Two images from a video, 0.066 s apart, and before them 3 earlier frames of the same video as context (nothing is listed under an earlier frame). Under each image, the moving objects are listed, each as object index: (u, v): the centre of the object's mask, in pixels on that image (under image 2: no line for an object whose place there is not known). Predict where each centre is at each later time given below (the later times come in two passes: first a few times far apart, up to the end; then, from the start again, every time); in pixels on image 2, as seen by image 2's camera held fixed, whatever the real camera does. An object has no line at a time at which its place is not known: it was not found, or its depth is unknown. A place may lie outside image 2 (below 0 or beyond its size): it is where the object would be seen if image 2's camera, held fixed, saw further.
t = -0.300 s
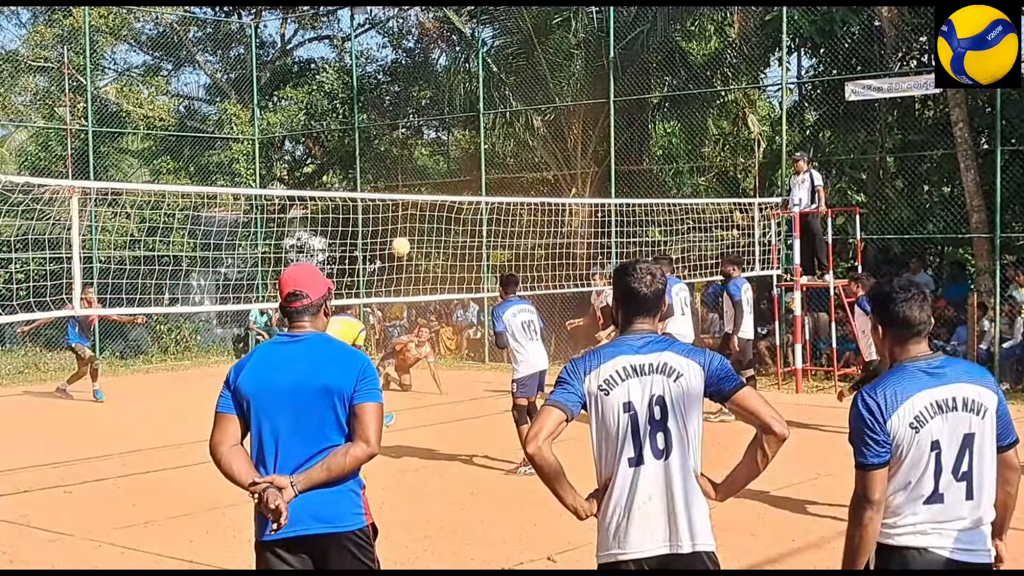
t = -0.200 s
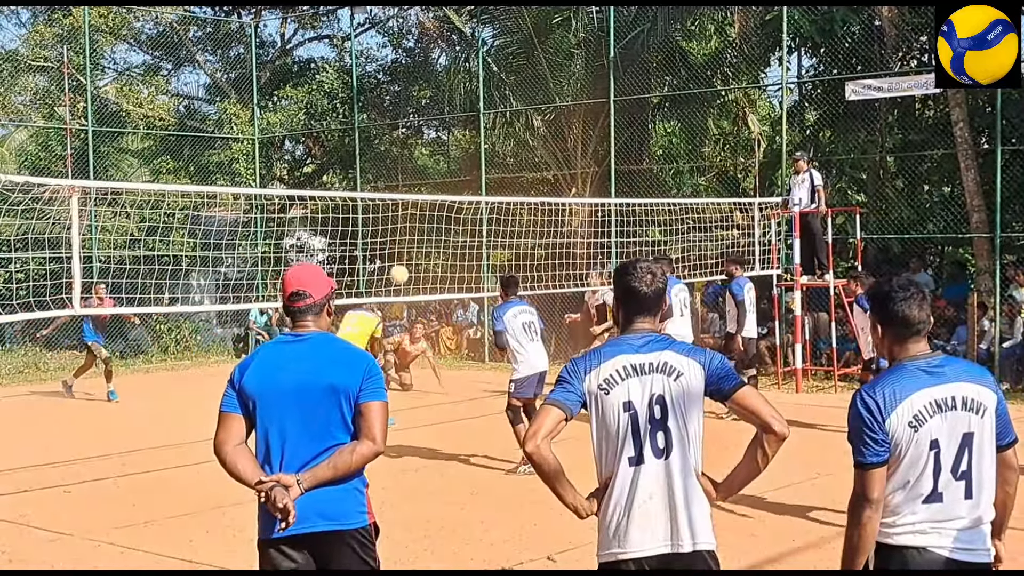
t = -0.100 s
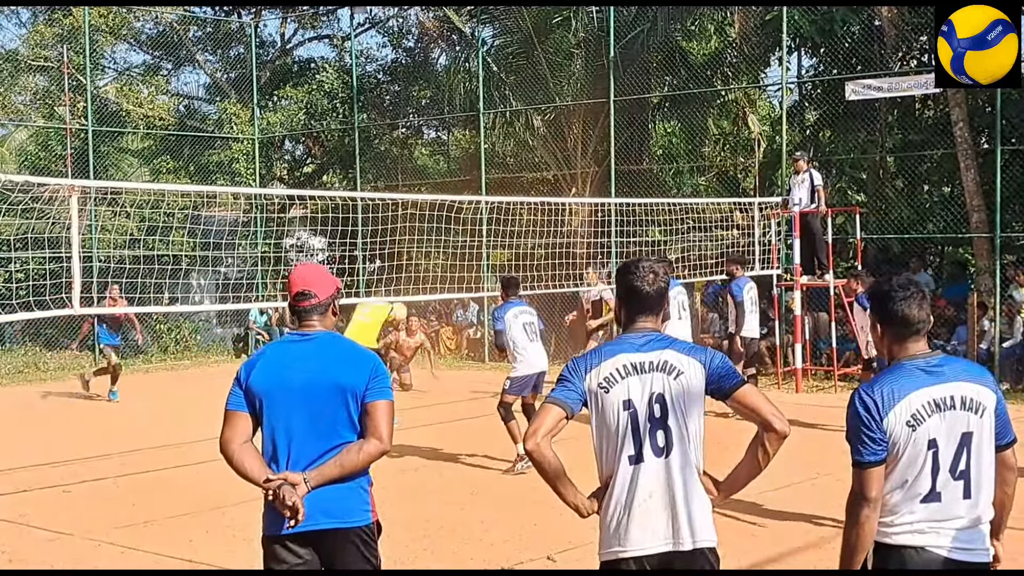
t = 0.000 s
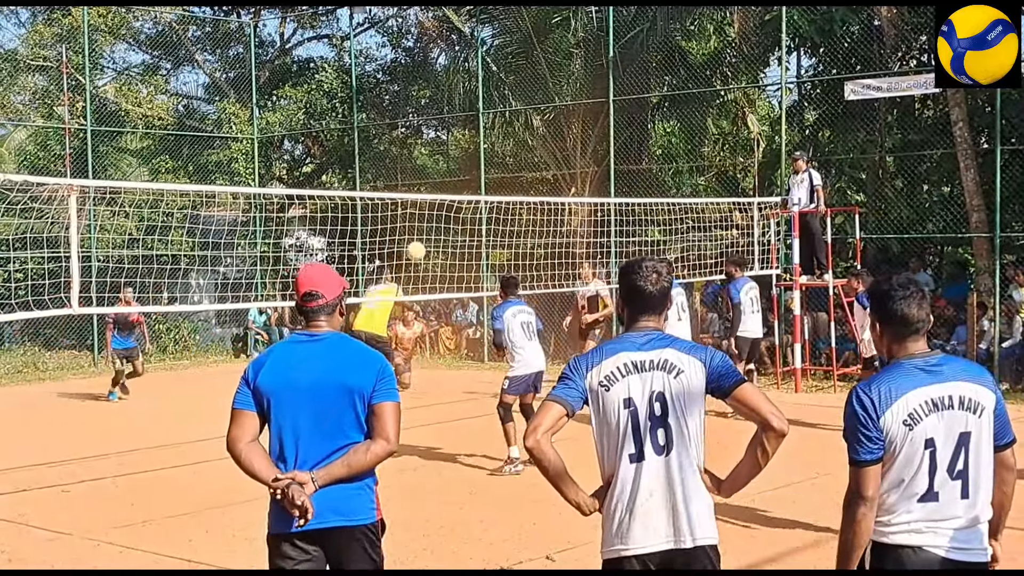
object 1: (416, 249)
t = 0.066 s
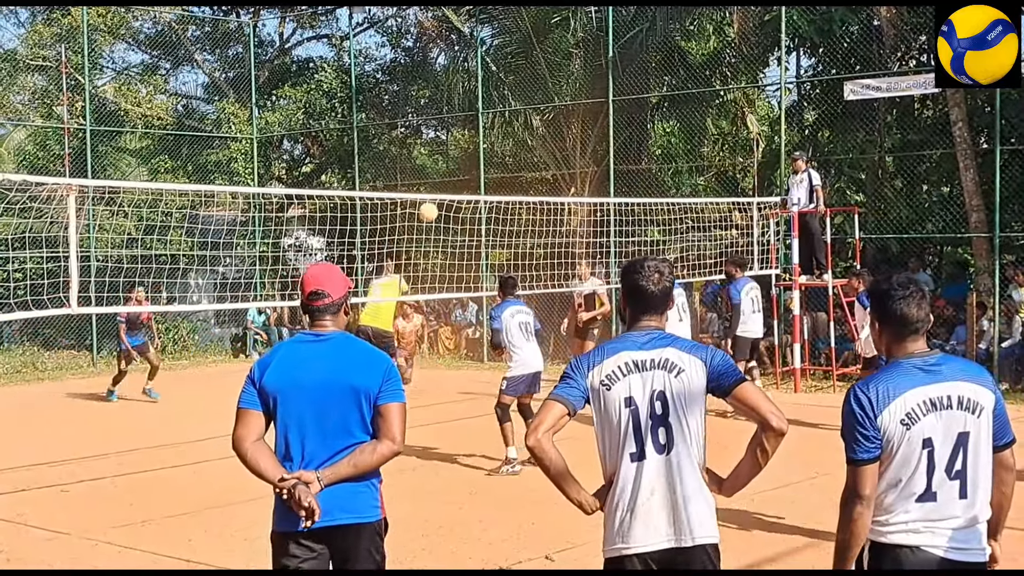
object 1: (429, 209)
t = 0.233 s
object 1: (460, 129)
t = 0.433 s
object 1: (498, 69)
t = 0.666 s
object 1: (542, 43)
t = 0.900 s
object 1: (584, 61)
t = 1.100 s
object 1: (620, 112)
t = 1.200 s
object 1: (636, 148)
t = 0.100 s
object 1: (435, 189)
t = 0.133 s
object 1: (441, 174)
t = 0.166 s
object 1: (447, 158)
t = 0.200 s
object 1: (453, 142)
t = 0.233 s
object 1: (460, 129)
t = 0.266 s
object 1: (466, 116)
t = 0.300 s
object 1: (472, 105)
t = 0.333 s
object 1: (479, 95)
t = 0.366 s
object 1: (486, 85)
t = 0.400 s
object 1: (491, 76)
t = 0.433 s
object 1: (498, 69)
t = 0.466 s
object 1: (504, 62)
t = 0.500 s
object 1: (510, 57)
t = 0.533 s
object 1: (516, 52)
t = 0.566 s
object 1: (523, 49)
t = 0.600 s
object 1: (529, 45)
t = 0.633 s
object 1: (535, 44)
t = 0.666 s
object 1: (542, 43)
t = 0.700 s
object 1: (547, 43)
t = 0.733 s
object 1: (554, 43)
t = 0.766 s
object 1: (560, 46)
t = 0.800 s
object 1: (566, 48)
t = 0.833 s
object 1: (572, 52)
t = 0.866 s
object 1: (578, 56)
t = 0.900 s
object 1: (584, 61)
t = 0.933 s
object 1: (590, 68)
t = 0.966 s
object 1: (596, 76)
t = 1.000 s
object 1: (601, 83)
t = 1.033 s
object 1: (608, 92)
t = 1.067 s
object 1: (613, 101)
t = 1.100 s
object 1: (620, 112)
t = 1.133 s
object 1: (625, 123)
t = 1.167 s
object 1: (631, 135)
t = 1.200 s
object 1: (636, 148)
